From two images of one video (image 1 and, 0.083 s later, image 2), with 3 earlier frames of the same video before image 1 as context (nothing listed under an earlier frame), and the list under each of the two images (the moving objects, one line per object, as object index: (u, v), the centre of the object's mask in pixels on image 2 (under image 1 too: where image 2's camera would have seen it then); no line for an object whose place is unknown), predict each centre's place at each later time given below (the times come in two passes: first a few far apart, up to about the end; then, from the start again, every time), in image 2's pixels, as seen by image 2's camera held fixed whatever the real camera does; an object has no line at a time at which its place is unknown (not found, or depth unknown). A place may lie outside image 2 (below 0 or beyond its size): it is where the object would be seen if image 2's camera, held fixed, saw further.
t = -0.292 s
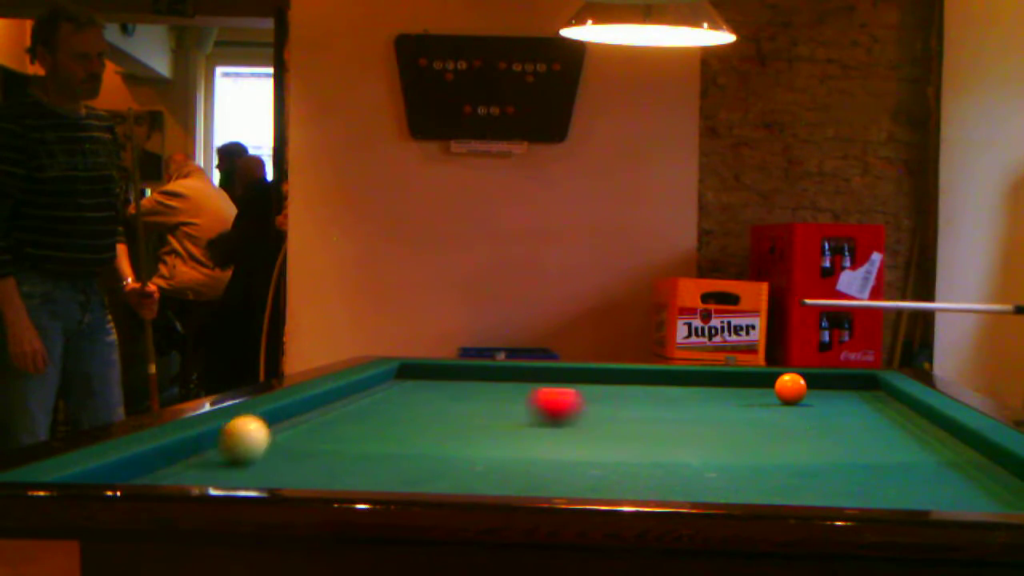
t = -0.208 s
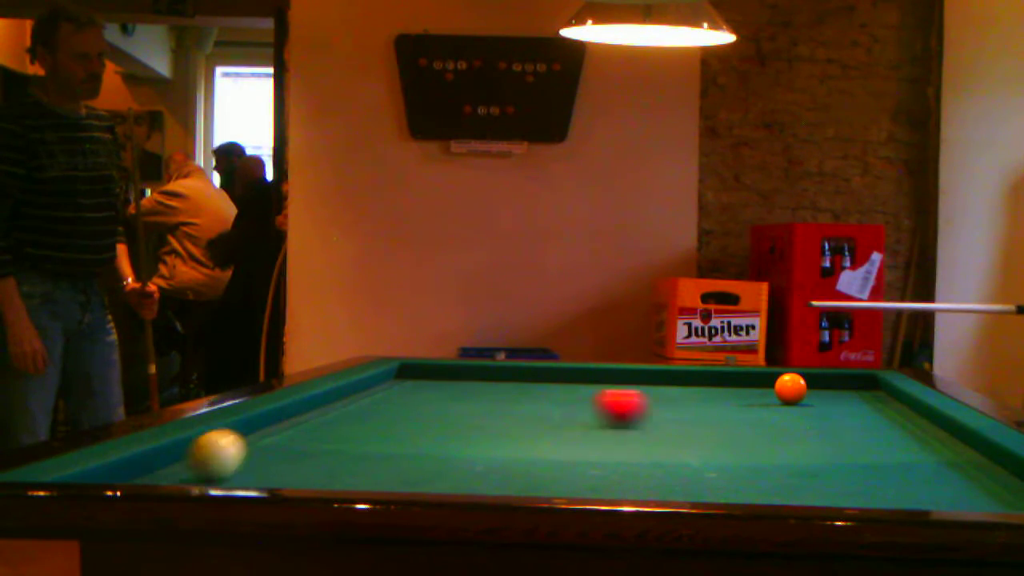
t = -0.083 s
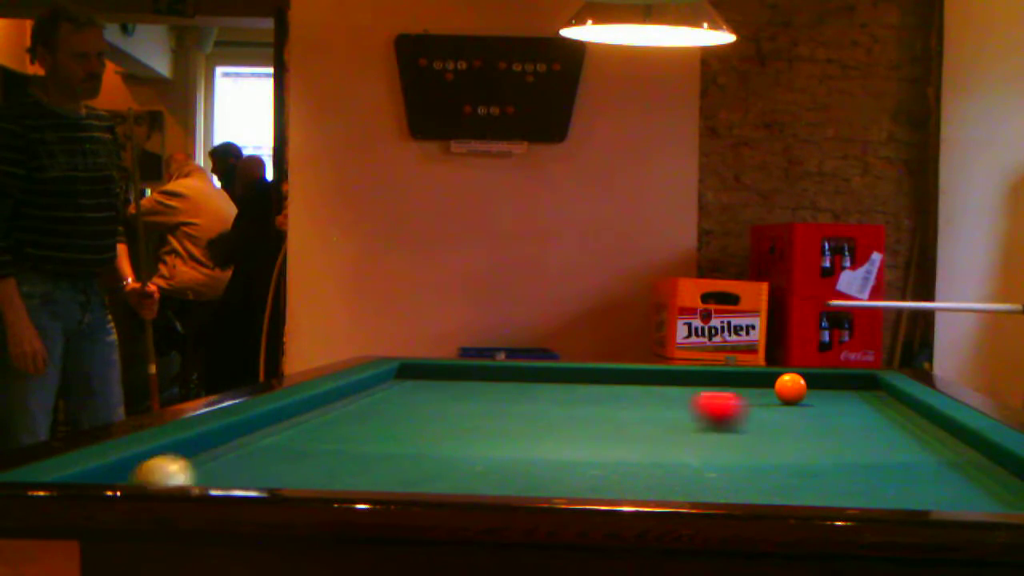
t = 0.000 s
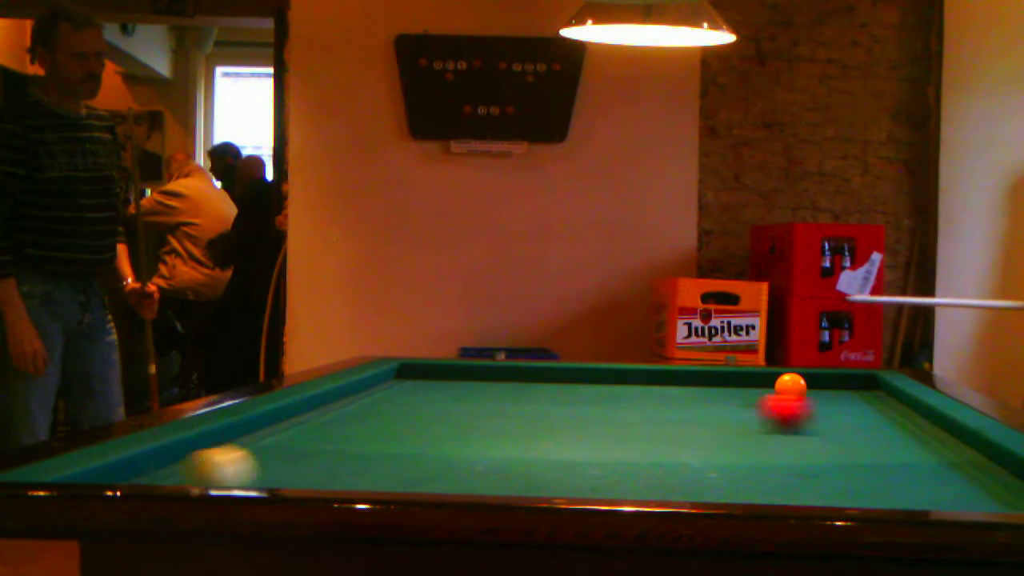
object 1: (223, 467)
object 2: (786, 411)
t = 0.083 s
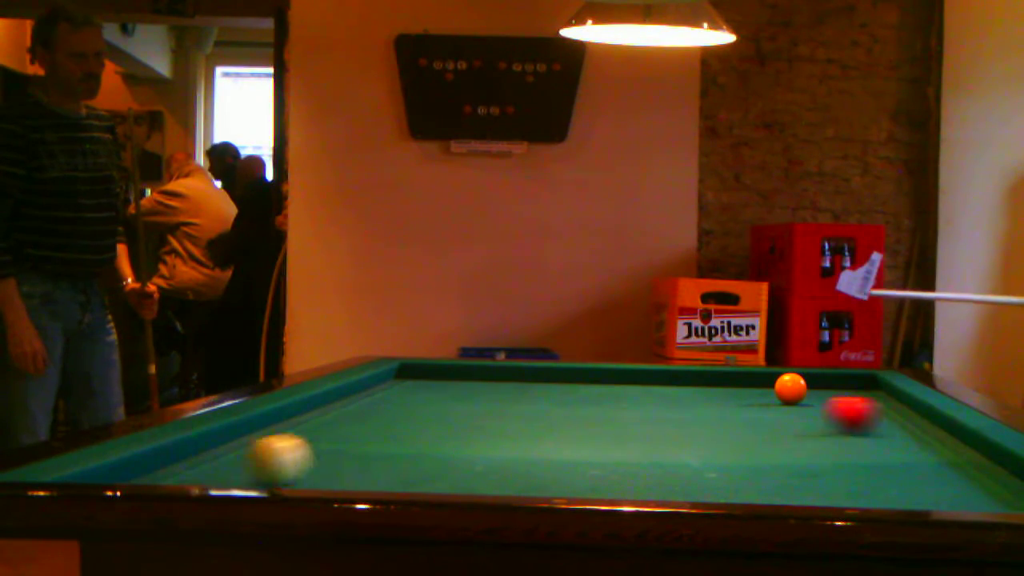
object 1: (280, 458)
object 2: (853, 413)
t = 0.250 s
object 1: (365, 441)
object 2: (879, 414)
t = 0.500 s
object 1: (461, 421)
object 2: (757, 411)
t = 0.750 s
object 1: (536, 406)
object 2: (641, 409)
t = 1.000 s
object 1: (595, 393)
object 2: (528, 406)
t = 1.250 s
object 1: (644, 383)
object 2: (419, 402)
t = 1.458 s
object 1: (678, 376)
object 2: (330, 401)
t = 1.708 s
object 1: (703, 377)
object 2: (375, 402)
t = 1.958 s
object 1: (722, 383)
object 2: (436, 404)
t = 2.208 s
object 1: (742, 389)
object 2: (495, 406)
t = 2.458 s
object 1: (765, 396)
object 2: (553, 407)
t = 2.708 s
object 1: (788, 404)
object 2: (610, 409)
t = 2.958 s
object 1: (814, 412)
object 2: (664, 411)
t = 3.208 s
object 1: (842, 422)
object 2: (717, 412)
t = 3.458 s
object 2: (767, 413)
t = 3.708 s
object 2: (816, 415)
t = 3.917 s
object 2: (856, 416)
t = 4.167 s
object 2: (901, 417)
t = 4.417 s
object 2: (916, 418)
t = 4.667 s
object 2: (890, 417)
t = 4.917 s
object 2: (865, 417)
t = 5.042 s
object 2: (854, 416)
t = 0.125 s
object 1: (305, 453)
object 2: (886, 413)
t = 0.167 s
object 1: (326, 449)
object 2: (916, 414)
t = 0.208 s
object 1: (346, 446)
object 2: (904, 413)
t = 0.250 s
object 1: (365, 441)
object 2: (879, 414)
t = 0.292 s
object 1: (384, 437)
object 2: (858, 413)
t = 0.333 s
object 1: (400, 434)
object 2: (837, 413)
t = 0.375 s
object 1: (417, 430)
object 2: (817, 412)
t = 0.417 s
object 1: (433, 427)
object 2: (797, 413)
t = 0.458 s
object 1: (447, 424)
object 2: (776, 412)
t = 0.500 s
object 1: (461, 421)
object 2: (757, 411)
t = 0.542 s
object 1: (475, 419)
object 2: (738, 411)
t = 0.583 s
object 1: (488, 416)
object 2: (718, 411)
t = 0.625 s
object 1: (501, 413)
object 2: (699, 410)
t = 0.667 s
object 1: (513, 411)
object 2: (680, 410)
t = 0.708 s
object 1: (525, 408)
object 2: (661, 409)
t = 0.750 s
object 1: (536, 406)
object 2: (641, 409)
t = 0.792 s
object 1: (547, 404)
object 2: (622, 408)
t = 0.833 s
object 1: (557, 402)
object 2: (603, 408)
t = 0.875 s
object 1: (563, 397)
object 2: (587, 407)
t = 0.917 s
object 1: (582, 391)
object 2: (565, 407)
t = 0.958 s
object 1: (587, 395)
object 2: (546, 406)
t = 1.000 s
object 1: (595, 393)
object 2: (528, 406)
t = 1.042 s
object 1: (605, 392)
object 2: (510, 405)
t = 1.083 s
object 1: (613, 390)
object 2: (491, 404)
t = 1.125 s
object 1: (621, 388)
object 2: (473, 404)
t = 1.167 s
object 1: (629, 386)
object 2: (455, 404)
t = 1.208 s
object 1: (637, 385)
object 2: (437, 403)
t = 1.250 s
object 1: (644, 383)
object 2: (419, 402)
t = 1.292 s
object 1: (651, 381)
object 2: (401, 402)
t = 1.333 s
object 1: (658, 380)
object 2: (383, 402)
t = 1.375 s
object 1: (665, 378)
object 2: (365, 401)
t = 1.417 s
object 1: (672, 377)
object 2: (348, 401)
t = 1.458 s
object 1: (678, 376)
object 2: (330, 401)
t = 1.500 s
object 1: (684, 375)
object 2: (321, 401)
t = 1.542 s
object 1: (690, 374)
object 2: (332, 401)
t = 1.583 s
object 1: (694, 374)
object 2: (343, 402)
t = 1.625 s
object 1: (697, 375)
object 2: (353, 402)
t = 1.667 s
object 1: (700, 376)
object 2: (364, 402)
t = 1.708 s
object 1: (703, 377)
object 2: (375, 402)
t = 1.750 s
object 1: (706, 378)
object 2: (385, 402)
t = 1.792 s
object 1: (709, 379)
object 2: (395, 403)
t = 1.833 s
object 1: (712, 380)
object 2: (405, 403)
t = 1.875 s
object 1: (716, 381)
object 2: (415, 403)
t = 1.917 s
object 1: (719, 382)
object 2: (426, 404)
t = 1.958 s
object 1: (722, 383)
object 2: (436, 404)
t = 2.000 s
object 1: (725, 384)
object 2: (446, 404)
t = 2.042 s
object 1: (729, 385)
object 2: (456, 404)
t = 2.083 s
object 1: (732, 386)
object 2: (466, 405)
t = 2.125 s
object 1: (736, 387)
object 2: (475, 405)
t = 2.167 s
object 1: (739, 388)
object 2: (485, 405)
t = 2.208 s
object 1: (742, 389)
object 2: (495, 406)
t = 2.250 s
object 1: (746, 390)
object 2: (505, 406)
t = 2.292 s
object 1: (750, 391)
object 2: (514, 406)
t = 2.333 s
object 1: (753, 393)
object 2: (524, 406)
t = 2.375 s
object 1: (757, 394)
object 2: (534, 407)
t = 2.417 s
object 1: (761, 395)
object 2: (543, 407)
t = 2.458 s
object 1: (765, 396)
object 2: (553, 407)
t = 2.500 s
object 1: (769, 397)
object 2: (562, 407)
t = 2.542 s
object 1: (773, 399)
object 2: (572, 408)
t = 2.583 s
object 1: (776, 400)
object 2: (581, 408)
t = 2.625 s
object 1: (780, 401)
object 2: (591, 408)
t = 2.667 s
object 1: (784, 402)
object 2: (600, 409)
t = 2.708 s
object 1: (788, 404)
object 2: (610, 409)
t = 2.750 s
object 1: (792, 405)
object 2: (619, 409)
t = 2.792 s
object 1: (797, 406)
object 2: (628, 410)
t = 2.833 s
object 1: (801, 408)
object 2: (637, 410)
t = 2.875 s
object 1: (805, 409)
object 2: (646, 410)
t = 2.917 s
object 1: (809, 411)
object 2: (655, 410)
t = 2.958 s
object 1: (814, 412)
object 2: (664, 411)
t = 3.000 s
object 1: (818, 414)
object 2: (673, 411)
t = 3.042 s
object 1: (823, 415)
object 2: (682, 411)
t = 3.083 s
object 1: (827, 417)
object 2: (690, 411)
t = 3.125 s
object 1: (832, 419)
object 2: (699, 412)
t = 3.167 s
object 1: (837, 420)
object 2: (708, 412)
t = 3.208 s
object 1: (842, 422)
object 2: (717, 412)
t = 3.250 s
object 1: (847, 423)
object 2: (725, 412)
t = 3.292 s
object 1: (852, 425)
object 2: (734, 412)
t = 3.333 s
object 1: (856, 426)
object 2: (742, 412)
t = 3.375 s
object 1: (862, 428)
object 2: (751, 413)
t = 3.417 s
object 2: (759, 413)
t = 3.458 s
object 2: (767, 413)
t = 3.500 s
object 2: (775, 413)
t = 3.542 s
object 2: (784, 414)
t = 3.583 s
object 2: (792, 414)
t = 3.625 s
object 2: (800, 414)
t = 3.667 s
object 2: (808, 414)
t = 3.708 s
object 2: (816, 415)
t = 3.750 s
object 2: (824, 415)
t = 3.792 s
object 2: (832, 415)
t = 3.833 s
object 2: (840, 415)
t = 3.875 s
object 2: (848, 416)
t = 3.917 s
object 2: (856, 416)
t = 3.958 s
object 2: (863, 416)
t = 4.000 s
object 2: (871, 416)
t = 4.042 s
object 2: (878, 416)
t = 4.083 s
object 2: (886, 417)
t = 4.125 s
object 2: (894, 417)
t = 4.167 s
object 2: (901, 417)
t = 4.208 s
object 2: (908, 417)
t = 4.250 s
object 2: (915, 418)
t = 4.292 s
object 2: (923, 418)
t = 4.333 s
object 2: (925, 418)
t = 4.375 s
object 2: (921, 418)
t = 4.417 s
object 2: (916, 418)
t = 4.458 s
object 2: (912, 418)
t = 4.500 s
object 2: (907, 418)
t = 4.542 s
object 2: (903, 418)
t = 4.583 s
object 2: (899, 417)
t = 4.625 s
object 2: (894, 418)
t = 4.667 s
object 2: (890, 417)
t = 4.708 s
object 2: (886, 417)
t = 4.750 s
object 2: (882, 417)
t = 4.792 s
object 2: (877, 417)
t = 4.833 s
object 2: (874, 417)
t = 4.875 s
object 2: (869, 417)
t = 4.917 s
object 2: (865, 417)
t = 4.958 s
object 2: (862, 417)
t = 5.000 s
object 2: (858, 417)
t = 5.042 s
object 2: (854, 416)
